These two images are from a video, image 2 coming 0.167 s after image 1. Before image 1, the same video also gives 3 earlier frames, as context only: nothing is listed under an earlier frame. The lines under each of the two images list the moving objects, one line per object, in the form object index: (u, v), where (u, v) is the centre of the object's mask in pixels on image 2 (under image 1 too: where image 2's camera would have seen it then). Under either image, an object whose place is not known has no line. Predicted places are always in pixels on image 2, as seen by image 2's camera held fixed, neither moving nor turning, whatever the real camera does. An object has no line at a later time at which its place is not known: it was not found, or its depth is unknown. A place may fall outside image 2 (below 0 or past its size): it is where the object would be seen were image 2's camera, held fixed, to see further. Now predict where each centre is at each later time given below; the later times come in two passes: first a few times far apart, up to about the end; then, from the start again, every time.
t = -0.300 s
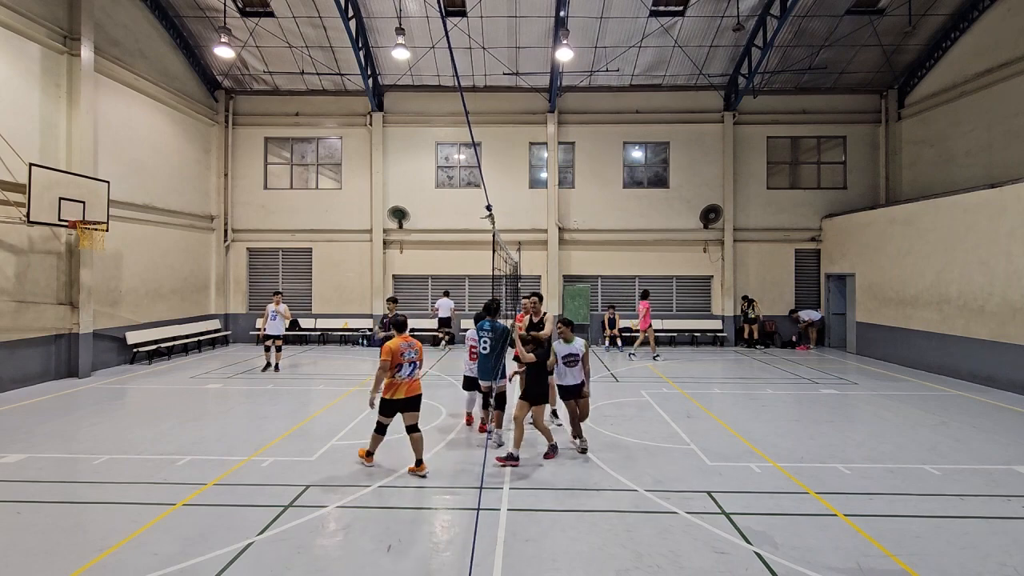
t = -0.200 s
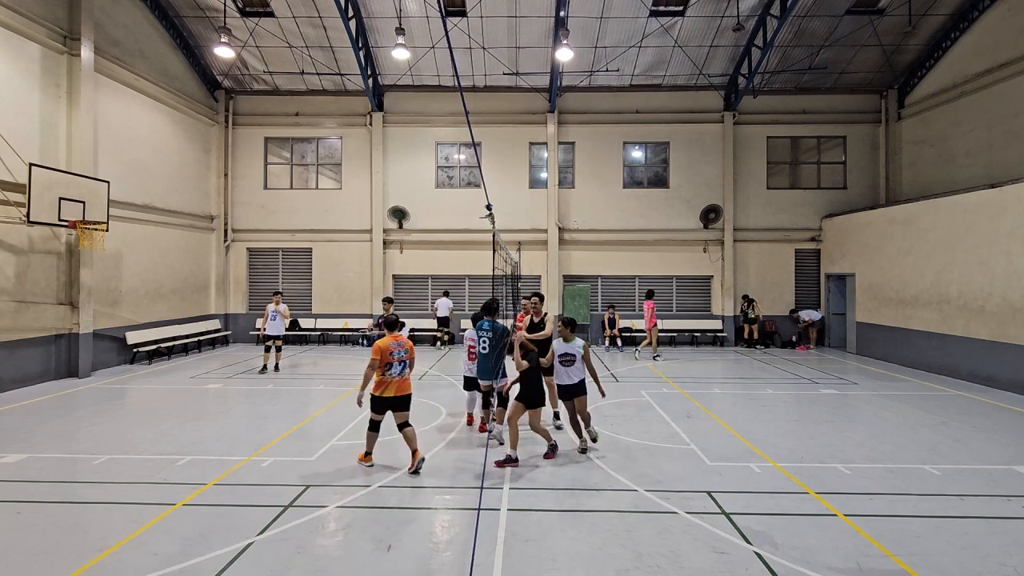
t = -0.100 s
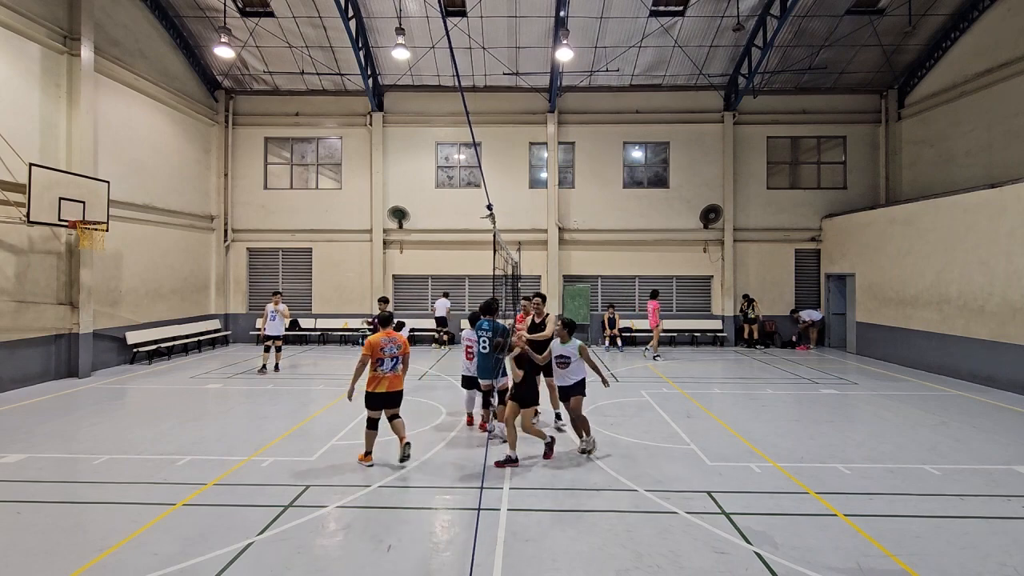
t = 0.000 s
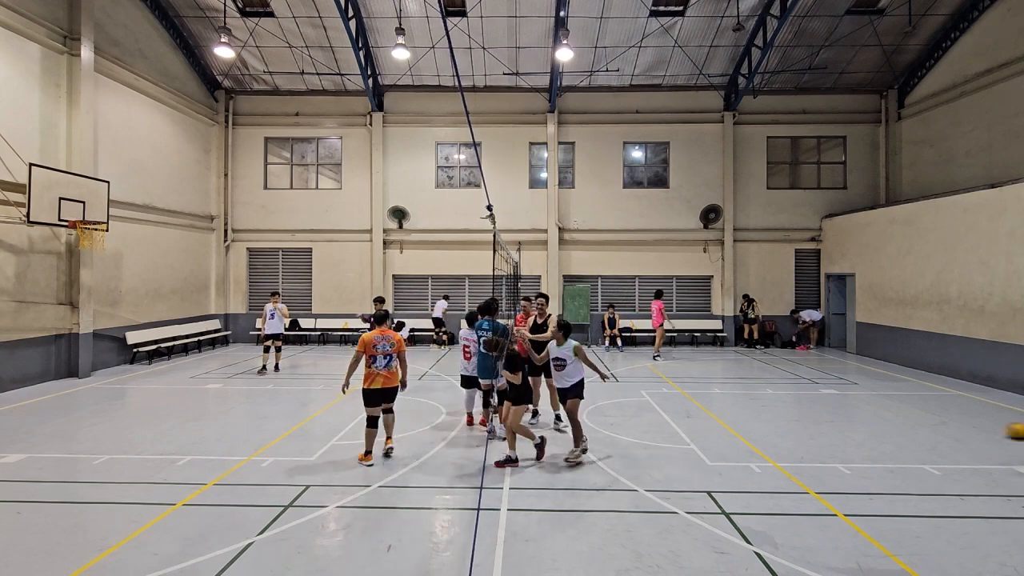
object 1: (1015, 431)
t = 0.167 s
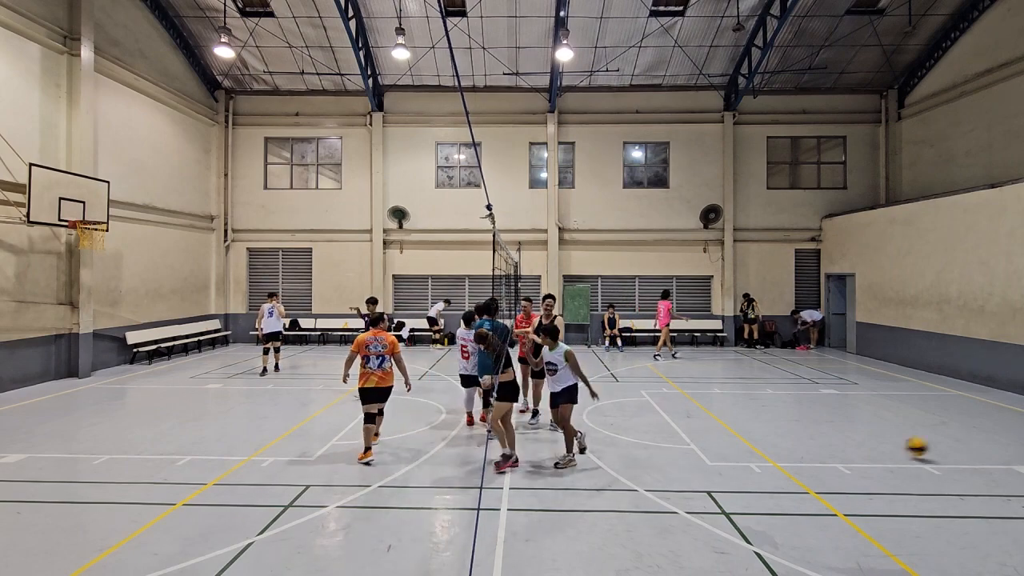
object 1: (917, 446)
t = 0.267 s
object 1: (883, 436)
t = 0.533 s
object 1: (818, 420)
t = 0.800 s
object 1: (757, 421)
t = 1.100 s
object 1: (694, 424)
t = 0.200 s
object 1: (900, 450)
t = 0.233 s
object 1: (891, 442)
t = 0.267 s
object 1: (883, 436)
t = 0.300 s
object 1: (874, 430)
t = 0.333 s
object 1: (866, 427)
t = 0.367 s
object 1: (858, 423)
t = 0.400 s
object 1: (850, 421)
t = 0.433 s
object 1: (841, 419)
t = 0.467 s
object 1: (833, 419)
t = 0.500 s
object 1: (826, 419)
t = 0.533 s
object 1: (818, 420)
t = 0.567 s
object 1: (810, 423)
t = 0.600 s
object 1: (802, 425)
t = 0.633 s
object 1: (795, 429)
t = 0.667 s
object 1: (787, 434)
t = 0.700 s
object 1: (780, 436)
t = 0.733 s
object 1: (772, 429)
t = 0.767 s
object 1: (764, 424)
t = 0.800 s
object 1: (757, 421)
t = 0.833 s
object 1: (750, 418)
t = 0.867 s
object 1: (742, 416)
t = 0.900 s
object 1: (735, 415)
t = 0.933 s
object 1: (728, 414)
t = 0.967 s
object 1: (721, 414)
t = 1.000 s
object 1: (714, 415)
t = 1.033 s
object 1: (707, 417)
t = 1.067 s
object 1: (701, 420)
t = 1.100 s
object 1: (694, 424)
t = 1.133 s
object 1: (687, 425)
